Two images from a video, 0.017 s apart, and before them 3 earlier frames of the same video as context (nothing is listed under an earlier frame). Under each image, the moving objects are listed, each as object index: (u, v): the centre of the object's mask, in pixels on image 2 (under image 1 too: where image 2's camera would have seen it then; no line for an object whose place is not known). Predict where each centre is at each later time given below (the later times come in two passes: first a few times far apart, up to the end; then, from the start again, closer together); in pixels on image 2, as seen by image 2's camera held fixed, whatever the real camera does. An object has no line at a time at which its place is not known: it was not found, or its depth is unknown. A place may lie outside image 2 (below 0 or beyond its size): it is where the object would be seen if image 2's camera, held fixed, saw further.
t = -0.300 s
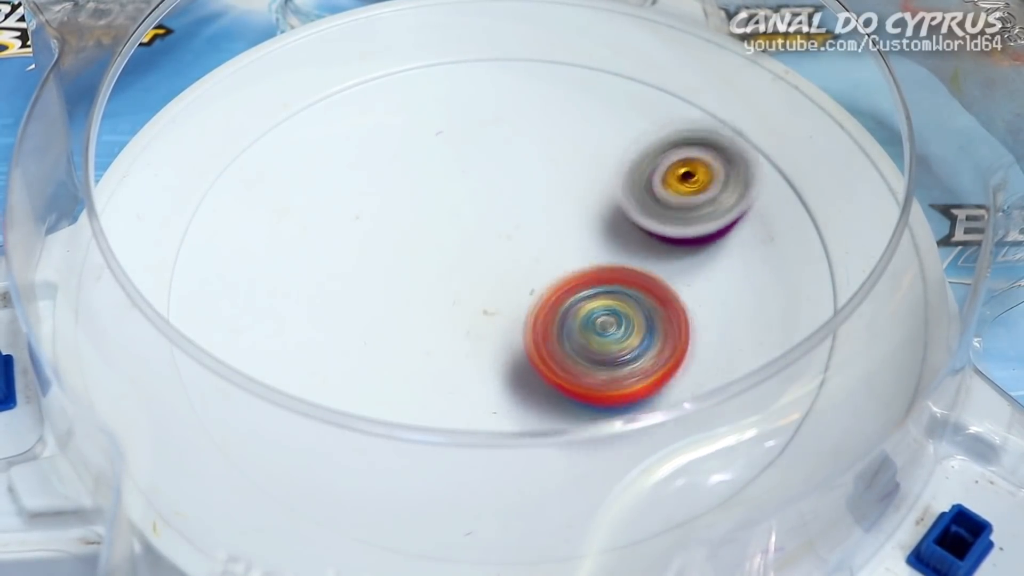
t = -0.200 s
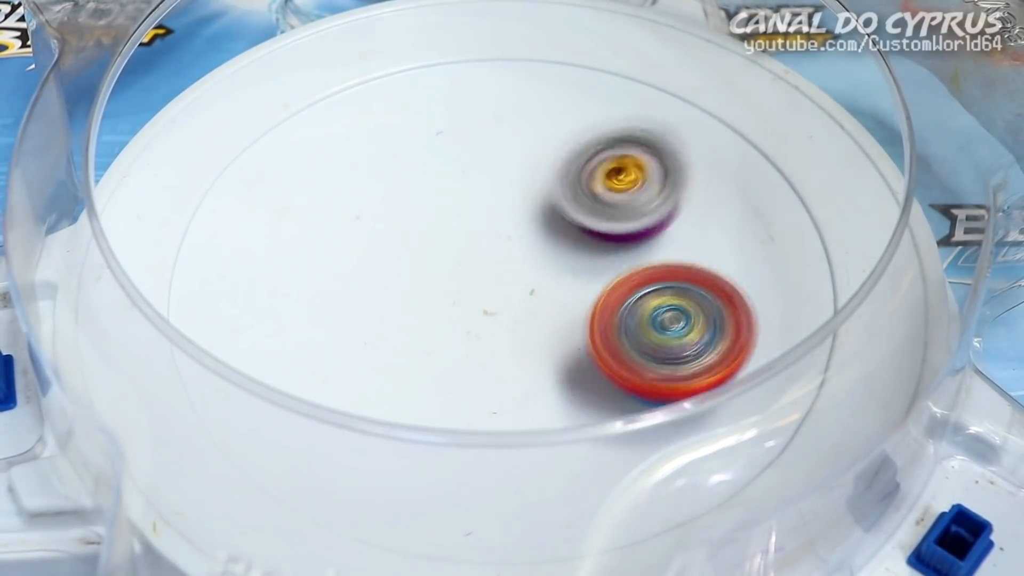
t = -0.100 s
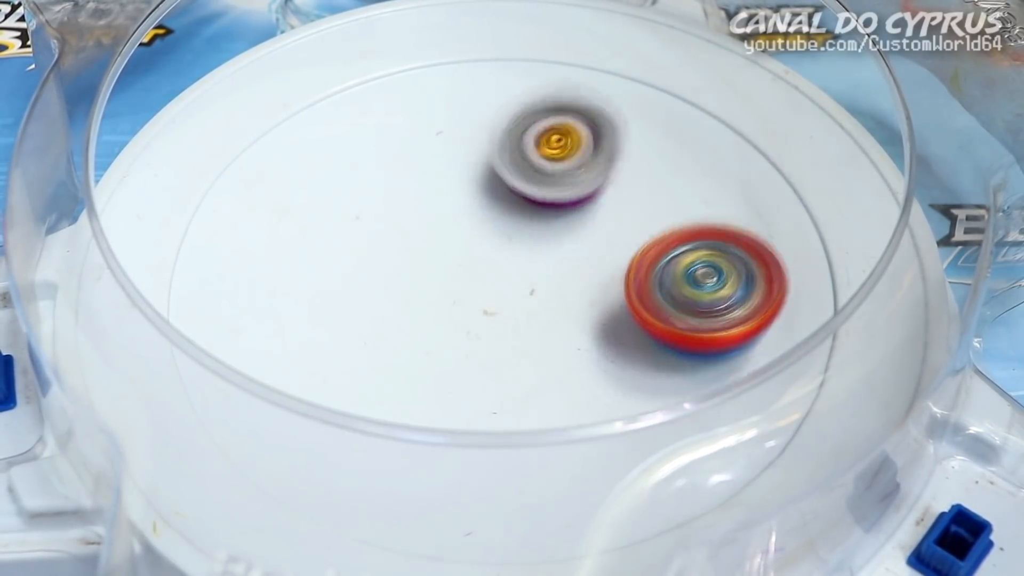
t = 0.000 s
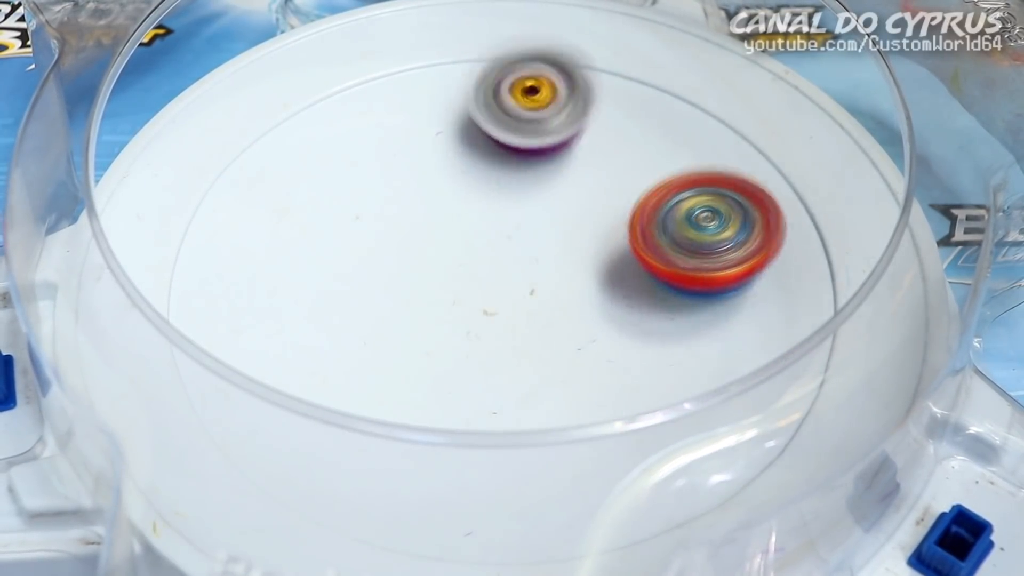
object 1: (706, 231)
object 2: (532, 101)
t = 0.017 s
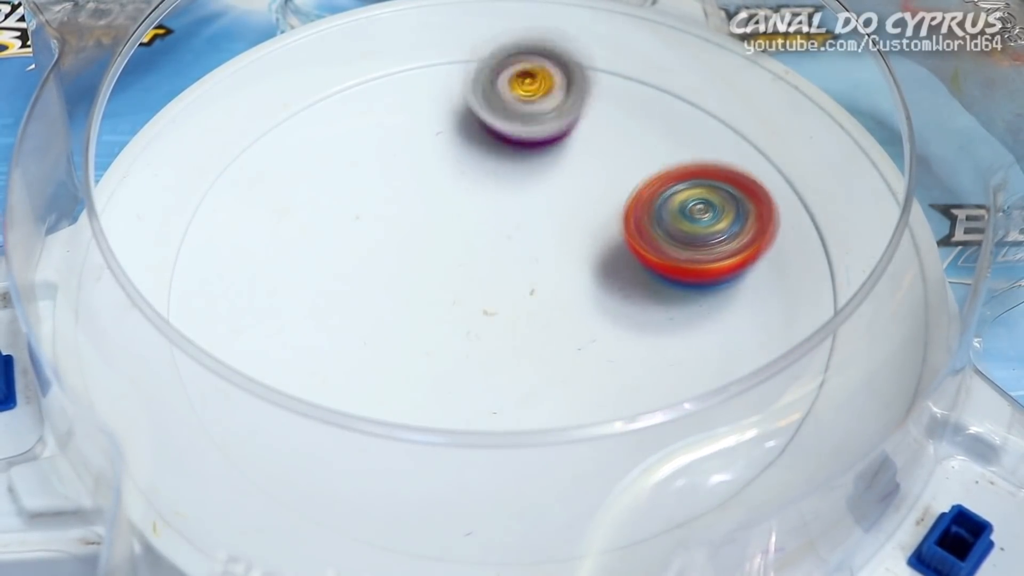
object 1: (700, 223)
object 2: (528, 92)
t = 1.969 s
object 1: (555, 184)
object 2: (725, 413)
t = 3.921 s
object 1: (615, 411)
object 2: (491, 300)
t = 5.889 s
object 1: (410, 155)
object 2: (520, 235)
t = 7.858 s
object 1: (313, 147)
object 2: (790, 313)
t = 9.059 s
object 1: (635, 218)
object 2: (372, 362)
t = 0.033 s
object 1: (692, 216)
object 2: (525, 83)
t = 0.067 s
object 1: (672, 204)
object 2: (525, 68)
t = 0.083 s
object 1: (660, 200)
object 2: (527, 65)
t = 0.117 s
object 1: (633, 194)
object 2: (537, 64)
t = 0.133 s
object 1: (619, 193)
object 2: (543, 67)
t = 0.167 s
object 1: (592, 192)
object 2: (555, 80)
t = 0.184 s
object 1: (579, 196)
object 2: (558, 86)
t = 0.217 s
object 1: (553, 214)
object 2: (556, 87)
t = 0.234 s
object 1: (540, 223)
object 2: (554, 91)
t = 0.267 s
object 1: (515, 241)
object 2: (545, 96)
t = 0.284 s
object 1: (503, 250)
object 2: (539, 97)
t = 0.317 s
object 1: (479, 271)
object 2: (525, 98)
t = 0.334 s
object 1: (469, 283)
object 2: (517, 98)
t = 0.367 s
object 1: (452, 306)
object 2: (500, 99)
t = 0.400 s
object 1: (440, 330)
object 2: (484, 105)
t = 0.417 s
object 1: (436, 343)
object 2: (477, 112)
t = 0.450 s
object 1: (434, 365)
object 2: (463, 128)
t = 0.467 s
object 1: (436, 373)
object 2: (458, 134)
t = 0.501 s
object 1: (447, 384)
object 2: (446, 153)
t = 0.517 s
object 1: (452, 406)
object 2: (440, 160)
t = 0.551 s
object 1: (471, 426)
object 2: (425, 175)
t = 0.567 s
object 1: (483, 432)
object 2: (416, 181)
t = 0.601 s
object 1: (512, 450)
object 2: (398, 187)
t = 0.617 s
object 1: (530, 447)
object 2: (385, 192)
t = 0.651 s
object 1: (565, 446)
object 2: (364, 195)
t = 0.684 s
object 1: (593, 422)
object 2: (343, 199)
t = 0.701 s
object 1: (610, 419)
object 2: (333, 199)
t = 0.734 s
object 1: (637, 398)
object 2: (314, 198)
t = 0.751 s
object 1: (647, 387)
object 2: (308, 197)
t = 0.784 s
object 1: (656, 358)
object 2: (299, 193)
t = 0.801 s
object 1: (661, 350)
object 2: (299, 191)
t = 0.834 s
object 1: (665, 322)
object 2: (302, 184)
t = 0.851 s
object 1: (664, 306)
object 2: (309, 181)
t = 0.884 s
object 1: (659, 272)
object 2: (323, 185)
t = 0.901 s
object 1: (653, 256)
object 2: (333, 187)
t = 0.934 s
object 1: (638, 225)
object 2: (350, 200)
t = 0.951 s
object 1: (627, 211)
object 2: (359, 208)
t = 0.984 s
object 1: (598, 184)
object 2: (373, 227)
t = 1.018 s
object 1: (564, 161)
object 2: (381, 247)
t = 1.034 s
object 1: (546, 150)
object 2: (383, 256)
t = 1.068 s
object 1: (508, 133)
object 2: (385, 277)
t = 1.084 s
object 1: (488, 127)
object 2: (386, 286)
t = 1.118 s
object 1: (448, 117)
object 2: (386, 305)
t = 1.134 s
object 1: (427, 118)
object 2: (385, 315)
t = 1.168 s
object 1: (392, 117)
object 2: (380, 333)
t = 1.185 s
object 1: (375, 118)
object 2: (377, 341)
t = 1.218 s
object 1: (344, 124)
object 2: (370, 357)
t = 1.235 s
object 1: (329, 129)
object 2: (366, 361)
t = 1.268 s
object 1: (301, 146)
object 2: (354, 374)
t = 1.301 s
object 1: (277, 165)
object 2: (344, 380)
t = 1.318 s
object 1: (268, 178)
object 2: (340, 381)
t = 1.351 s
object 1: (254, 207)
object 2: (331, 376)
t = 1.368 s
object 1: (248, 224)
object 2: (329, 374)
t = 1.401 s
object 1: (237, 254)
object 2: (335, 362)
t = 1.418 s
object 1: (226, 264)
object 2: (353, 364)
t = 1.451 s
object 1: (208, 273)
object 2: (388, 373)
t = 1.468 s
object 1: (204, 277)
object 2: (405, 376)
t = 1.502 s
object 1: (185, 292)
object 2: (437, 381)
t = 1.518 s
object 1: (179, 301)
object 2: (455, 382)
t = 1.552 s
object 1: (191, 316)
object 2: (484, 386)
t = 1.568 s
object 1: (199, 324)
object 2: (496, 386)
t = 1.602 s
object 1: (220, 340)
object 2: (526, 388)
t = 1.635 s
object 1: (248, 354)
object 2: (553, 389)
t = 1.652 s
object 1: (265, 359)
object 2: (566, 390)
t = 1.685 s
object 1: (311, 353)
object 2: (594, 405)
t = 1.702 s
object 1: (325, 362)
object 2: (605, 407)
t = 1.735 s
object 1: (365, 356)
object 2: (625, 409)
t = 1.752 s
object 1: (381, 354)
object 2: (639, 415)
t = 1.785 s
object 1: (417, 341)
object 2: (659, 428)
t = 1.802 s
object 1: (436, 331)
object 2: (670, 432)
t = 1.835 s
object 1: (471, 306)
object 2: (688, 436)
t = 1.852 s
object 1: (487, 294)
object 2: (695, 435)
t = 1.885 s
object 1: (515, 262)
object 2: (708, 432)
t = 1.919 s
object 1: (533, 230)
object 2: (716, 426)
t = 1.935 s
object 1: (542, 216)
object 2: (719, 422)
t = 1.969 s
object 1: (555, 184)
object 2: (725, 413)
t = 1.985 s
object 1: (559, 169)
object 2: (727, 407)
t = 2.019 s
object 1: (563, 141)
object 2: (726, 392)
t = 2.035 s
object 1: (562, 127)
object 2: (719, 381)
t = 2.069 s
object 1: (558, 104)
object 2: (711, 369)
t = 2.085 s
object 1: (555, 94)
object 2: (705, 365)
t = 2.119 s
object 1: (549, 77)
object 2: (684, 353)
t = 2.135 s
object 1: (543, 69)
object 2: (674, 345)
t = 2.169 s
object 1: (529, 56)
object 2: (648, 338)
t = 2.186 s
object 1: (521, 51)
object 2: (633, 331)
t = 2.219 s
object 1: (502, 46)
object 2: (613, 314)
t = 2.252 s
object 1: (481, 44)
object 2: (596, 295)
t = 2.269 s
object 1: (470, 44)
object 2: (588, 285)
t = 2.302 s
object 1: (446, 45)
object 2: (577, 265)
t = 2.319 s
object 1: (433, 47)
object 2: (574, 256)
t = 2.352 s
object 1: (406, 51)
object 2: (566, 234)
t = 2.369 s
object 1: (392, 55)
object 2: (563, 223)
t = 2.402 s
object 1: (369, 67)
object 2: (559, 201)
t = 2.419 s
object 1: (359, 74)
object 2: (555, 193)
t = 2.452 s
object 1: (344, 92)
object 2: (551, 173)
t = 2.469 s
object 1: (340, 104)
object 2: (550, 164)
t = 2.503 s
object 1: (337, 129)
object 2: (548, 144)
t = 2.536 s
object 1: (343, 159)
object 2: (549, 122)
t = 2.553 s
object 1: (350, 176)
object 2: (550, 115)
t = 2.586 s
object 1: (369, 206)
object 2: (550, 96)
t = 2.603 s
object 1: (380, 219)
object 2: (551, 89)
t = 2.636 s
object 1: (408, 246)
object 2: (556, 73)
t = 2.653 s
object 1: (427, 259)
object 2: (558, 69)
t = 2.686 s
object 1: (468, 279)
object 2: (569, 61)
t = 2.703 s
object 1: (490, 288)
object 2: (575, 63)
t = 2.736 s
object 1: (533, 299)
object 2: (585, 69)
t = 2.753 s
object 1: (553, 302)
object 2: (591, 71)
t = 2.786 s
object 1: (598, 305)
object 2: (593, 85)
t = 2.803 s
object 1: (619, 303)
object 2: (590, 94)
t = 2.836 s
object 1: (657, 295)
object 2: (583, 113)
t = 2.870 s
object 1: (684, 285)
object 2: (569, 130)
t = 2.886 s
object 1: (697, 279)
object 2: (559, 139)
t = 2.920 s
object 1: (717, 263)
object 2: (541, 151)
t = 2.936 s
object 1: (725, 255)
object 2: (533, 160)
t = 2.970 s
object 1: (738, 237)
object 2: (513, 175)
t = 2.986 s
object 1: (743, 228)
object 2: (505, 181)
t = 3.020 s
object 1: (750, 209)
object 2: (486, 197)
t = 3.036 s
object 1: (750, 199)
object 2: (473, 203)
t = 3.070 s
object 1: (747, 181)
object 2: (453, 214)
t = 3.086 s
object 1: (744, 172)
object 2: (442, 221)
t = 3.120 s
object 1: (735, 155)
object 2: (419, 230)
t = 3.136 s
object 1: (729, 147)
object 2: (409, 237)
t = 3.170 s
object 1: (712, 132)
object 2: (386, 244)
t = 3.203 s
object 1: (691, 120)
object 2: (360, 251)
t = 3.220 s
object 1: (678, 116)
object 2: (352, 254)
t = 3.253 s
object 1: (647, 112)
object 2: (327, 259)
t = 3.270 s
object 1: (631, 112)
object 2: (315, 260)
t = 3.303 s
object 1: (597, 118)
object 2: (295, 261)
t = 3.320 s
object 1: (582, 122)
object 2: (283, 261)
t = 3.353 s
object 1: (550, 136)
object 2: (263, 261)
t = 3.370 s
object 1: (535, 145)
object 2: (256, 258)
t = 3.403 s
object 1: (509, 167)
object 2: (244, 253)
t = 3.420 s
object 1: (496, 179)
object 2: (243, 249)
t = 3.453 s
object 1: (474, 202)
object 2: (242, 244)
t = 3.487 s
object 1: (455, 228)
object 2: (251, 240)
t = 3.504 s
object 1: (448, 241)
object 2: (257, 239)
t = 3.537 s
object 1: (438, 267)
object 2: (273, 239)
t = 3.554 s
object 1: (434, 279)
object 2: (286, 236)
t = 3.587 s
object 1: (437, 305)
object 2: (302, 235)
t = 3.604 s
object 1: (443, 320)
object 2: (307, 235)
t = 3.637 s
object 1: (455, 347)
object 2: (322, 232)
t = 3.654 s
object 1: (461, 359)
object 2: (328, 233)
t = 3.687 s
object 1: (476, 374)
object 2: (349, 236)
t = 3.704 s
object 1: (484, 379)
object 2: (361, 236)
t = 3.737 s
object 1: (500, 399)
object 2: (383, 243)
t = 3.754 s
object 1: (509, 405)
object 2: (396, 247)
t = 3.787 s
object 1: (528, 417)
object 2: (415, 257)
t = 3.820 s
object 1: (550, 423)
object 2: (436, 267)
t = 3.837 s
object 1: (563, 425)
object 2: (447, 271)
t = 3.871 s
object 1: (584, 422)
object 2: (464, 283)
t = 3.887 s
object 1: (596, 421)
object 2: (475, 288)
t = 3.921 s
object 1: (615, 411)
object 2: (491, 300)
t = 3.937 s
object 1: (625, 405)
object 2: (499, 304)
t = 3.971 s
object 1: (633, 388)
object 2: (515, 317)
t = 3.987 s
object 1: (638, 383)
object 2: (513, 318)
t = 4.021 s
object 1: (651, 364)
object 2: (512, 315)
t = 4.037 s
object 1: (656, 360)
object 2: (510, 311)
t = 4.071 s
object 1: (668, 349)
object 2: (509, 305)
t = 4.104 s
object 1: (678, 335)
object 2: (510, 299)
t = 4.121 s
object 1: (680, 327)
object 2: (509, 294)
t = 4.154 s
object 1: (683, 308)
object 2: (512, 286)
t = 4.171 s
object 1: (682, 298)
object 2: (512, 284)
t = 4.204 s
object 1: (673, 279)
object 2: (513, 276)
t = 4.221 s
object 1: (673, 271)
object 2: (511, 272)
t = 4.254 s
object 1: (684, 256)
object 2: (473, 259)
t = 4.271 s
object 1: (685, 249)
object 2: (461, 256)
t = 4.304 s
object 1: (680, 236)
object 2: (438, 241)
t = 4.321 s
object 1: (674, 230)
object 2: (430, 236)
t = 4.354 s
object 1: (654, 220)
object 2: (412, 221)
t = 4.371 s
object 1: (645, 217)
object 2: (405, 212)
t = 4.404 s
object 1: (620, 210)
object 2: (389, 198)
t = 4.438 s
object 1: (593, 207)
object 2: (376, 183)
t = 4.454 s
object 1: (580, 206)
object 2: (372, 178)
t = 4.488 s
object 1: (550, 205)
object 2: (361, 162)
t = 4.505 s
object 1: (536, 207)
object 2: (359, 154)
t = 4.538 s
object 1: (511, 210)
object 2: (353, 139)
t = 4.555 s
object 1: (497, 212)
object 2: (353, 131)
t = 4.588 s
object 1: (473, 219)
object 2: (354, 118)
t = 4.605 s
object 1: (462, 222)
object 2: (357, 111)
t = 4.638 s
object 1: (440, 231)
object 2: (368, 105)
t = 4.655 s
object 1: (432, 235)
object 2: (373, 100)
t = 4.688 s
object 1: (417, 243)
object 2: (391, 103)
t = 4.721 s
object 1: (406, 253)
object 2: (407, 110)
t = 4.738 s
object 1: (402, 258)
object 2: (417, 116)
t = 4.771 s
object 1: (393, 266)
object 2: (431, 130)
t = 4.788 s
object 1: (391, 272)
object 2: (436, 138)
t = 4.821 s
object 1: (386, 283)
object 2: (450, 154)
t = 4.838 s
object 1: (383, 287)
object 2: (454, 164)
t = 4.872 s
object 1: (379, 297)
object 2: (465, 181)
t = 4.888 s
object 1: (376, 303)
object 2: (468, 189)
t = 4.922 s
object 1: (373, 315)
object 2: (477, 208)
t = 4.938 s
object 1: (374, 320)
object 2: (479, 217)
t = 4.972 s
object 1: (373, 332)
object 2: (485, 235)
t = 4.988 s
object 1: (375, 338)
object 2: (488, 247)
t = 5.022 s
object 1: (385, 347)
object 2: (493, 265)
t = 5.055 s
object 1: (386, 359)
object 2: (506, 277)
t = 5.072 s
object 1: (378, 366)
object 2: (524, 273)
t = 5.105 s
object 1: (366, 389)
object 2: (556, 270)
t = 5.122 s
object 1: (365, 399)
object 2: (569, 269)
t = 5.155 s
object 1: (369, 418)
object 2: (594, 269)
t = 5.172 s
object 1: (376, 421)
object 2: (608, 271)
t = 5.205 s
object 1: (390, 440)
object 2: (632, 272)
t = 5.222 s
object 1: (402, 442)
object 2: (645, 272)
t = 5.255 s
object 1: (431, 446)
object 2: (667, 272)
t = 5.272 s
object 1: (446, 448)
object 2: (681, 271)
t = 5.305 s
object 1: (477, 431)
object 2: (701, 274)
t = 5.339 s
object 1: (501, 413)
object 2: (723, 273)
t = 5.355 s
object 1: (511, 389)
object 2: (733, 275)
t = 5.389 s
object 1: (526, 376)
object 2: (750, 278)
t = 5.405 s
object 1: (532, 369)
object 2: (760, 281)
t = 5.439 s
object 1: (538, 343)
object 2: (770, 286)
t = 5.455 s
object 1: (539, 332)
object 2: (772, 289)
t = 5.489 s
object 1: (537, 304)
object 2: (770, 301)
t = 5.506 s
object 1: (534, 292)
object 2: (766, 303)
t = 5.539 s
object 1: (526, 267)
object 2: (752, 307)
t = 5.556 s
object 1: (522, 256)
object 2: (740, 310)
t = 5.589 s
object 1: (510, 235)
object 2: (719, 308)
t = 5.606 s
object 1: (505, 225)
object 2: (704, 306)
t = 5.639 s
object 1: (492, 209)
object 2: (681, 299)
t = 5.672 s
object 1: (479, 197)
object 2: (656, 296)
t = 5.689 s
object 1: (473, 191)
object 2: (643, 290)
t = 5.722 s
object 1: (461, 183)
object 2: (622, 282)
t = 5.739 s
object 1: (455, 179)
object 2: (612, 277)
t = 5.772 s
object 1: (445, 174)
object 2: (592, 271)
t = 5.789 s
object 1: (440, 171)
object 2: (582, 265)
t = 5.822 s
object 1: (430, 166)
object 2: (563, 255)
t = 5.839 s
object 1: (425, 163)
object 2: (551, 250)
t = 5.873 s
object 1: (415, 158)
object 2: (533, 240)
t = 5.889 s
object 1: (410, 155)
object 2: (520, 235)
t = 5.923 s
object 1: (396, 146)
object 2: (509, 227)
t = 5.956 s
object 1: (379, 137)
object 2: (494, 220)
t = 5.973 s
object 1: (373, 134)
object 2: (486, 215)
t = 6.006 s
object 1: (356, 126)
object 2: (475, 211)
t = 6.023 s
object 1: (349, 125)
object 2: (468, 207)
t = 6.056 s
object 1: (334, 120)
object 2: (463, 203)
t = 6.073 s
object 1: (323, 119)
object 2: (463, 201)
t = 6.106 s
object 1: (307, 119)
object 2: (466, 201)
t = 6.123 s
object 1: (298, 121)
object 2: (467, 200)
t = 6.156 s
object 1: (289, 128)
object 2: (468, 200)
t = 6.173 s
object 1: (285, 134)
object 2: (469, 203)
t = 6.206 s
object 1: (285, 150)
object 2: (472, 207)
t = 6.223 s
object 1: (286, 160)
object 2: (472, 209)
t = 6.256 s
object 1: (295, 183)
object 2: (473, 215)
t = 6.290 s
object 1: (308, 205)
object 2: (473, 220)
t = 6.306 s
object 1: (319, 216)
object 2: (474, 223)
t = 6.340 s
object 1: (330, 231)
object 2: (489, 231)
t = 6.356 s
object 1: (334, 238)
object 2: (499, 230)
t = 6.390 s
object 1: (351, 249)
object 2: (517, 236)
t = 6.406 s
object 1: (363, 254)
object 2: (527, 240)
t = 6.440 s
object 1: (390, 260)
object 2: (544, 251)
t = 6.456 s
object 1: (399, 261)
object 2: (562, 251)
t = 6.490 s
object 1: (411, 261)
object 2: (597, 256)
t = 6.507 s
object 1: (415, 259)
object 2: (614, 260)
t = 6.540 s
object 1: (433, 255)
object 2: (635, 264)
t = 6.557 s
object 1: (438, 252)
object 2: (646, 265)
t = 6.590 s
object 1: (455, 243)
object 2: (666, 269)
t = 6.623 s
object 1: (468, 235)
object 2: (689, 271)
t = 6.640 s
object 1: (471, 229)
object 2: (698, 272)
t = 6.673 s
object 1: (482, 219)
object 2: (719, 274)
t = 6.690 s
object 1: (483, 214)
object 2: (727, 277)
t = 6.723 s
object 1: (490, 203)
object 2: (748, 277)
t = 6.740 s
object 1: (490, 198)
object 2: (753, 281)
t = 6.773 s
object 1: (494, 187)
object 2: (767, 287)
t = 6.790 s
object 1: (493, 183)
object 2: (768, 290)
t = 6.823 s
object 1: (492, 174)
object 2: (773, 297)
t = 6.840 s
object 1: (490, 171)
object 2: (771, 302)
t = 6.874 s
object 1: (483, 163)
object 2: (762, 307)
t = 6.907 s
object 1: (474, 159)
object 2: (739, 310)
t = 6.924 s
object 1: (467, 158)
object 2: (733, 307)
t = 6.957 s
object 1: (456, 157)
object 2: (708, 308)
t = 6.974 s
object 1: (451, 159)
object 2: (698, 304)
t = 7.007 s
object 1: (442, 164)
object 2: (671, 299)
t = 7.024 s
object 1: (440, 170)
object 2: (664, 295)
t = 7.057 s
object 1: (436, 181)
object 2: (639, 291)
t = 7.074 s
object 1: (439, 187)
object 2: (632, 288)
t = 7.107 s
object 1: (442, 202)
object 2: (609, 281)
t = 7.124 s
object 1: (447, 209)
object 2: (601, 279)
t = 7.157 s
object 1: (444, 214)
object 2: (608, 274)
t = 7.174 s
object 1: (427, 208)
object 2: (628, 287)
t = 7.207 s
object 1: (401, 199)
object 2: (662, 300)
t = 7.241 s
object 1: (376, 194)
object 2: (682, 312)
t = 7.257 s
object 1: (368, 193)
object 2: (686, 315)
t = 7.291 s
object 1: (350, 195)
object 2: (696, 324)
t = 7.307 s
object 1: (342, 197)
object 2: (698, 326)
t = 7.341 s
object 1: (329, 204)
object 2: (704, 335)
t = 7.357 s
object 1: (323, 207)
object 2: (710, 339)
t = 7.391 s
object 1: (317, 216)
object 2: (712, 347)
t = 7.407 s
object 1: (316, 223)
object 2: (709, 348)
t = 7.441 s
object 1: (318, 235)
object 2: (705, 351)
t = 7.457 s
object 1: (323, 243)
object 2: (699, 348)
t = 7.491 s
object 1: (337, 256)
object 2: (690, 348)
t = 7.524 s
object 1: (357, 268)
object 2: (670, 342)
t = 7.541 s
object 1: (368, 272)
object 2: (663, 343)
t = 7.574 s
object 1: (396, 278)
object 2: (640, 337)
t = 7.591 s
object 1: (408, 279)
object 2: (632, 335)
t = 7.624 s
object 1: (435, 280)
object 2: (612, 325)
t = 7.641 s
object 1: (451, 279)
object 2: (604, 321)
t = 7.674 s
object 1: (429, 252)
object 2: (651, 319)
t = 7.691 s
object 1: (414, 237)
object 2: (677, 319)
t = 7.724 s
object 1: (383, 210)
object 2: (719, 320)
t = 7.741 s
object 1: (369, 197)
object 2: (735, 319)
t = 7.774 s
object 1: (348, 176)
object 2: (757, 323)
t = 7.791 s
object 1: (338, 167)
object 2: (765, 321)
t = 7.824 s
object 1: (324, 155)
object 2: (779, 317)
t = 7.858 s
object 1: (313, 147)
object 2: (790, 313)
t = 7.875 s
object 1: (309, 145)
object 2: (796, 313)
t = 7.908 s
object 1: (300, 141)
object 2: (804, 307)
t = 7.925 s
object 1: (296, 140)
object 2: (808, 306)
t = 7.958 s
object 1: (291, 140)
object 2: (807, 302)
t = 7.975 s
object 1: (291, 142)
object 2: (804, 302)
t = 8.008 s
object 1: (292, 148)
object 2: (796, 297)
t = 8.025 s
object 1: (294, 151)
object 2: (787, 297)
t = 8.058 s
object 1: (305, 161)
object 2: (769, 291)
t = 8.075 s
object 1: (312, 166)
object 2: (759, 289)
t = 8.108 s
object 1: (328, 174)
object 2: (739, 286)
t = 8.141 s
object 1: (348, 181)
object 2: (719, 281)
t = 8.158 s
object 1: (358, 184)
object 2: (707, 280)
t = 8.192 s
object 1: (380, 188)
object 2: (687, 275)
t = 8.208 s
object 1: (393, 189)
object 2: (675, 274)
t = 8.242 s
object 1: (415, 191)
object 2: (657, 273)
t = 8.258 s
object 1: (427, 193)
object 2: (643, 272)
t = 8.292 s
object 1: (450, 194)
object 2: (623, 272)
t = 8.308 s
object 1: (461, 193)
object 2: (611, 272)
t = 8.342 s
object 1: (481, 192)
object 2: (588, 273)
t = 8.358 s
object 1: (486, 185)
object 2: (586, 278)
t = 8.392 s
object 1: (485, 163)
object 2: (588, 301)
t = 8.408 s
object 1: (488, 154)
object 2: (586, 308)
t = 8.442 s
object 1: (489, 139)
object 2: (574, 321)
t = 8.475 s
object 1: (490, 127)
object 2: (559, 328)
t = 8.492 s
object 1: (491, 123)
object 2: (548, 333)
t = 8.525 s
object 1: (494, 115)
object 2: (534, 343)
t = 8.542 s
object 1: (495, 111)
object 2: (525, 347)
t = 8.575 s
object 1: (500, 106)
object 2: (511, 360)
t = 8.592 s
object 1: (504, 104)
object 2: (504, 362)
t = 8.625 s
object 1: (507, 104)
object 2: (486, 370)
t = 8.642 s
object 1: (511, 106)
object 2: (480, 374)
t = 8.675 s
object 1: (518, 110)
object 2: (462, 380)
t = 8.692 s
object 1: (520, 113)
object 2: (457, 384)
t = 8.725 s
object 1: (529, 123)
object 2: (443, 387)
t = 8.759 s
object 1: (539, 134)
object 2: (429, 413)
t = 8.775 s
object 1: (544, 140)
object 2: (423, 414)
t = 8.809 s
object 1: (555, 151)
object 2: (406, 423)
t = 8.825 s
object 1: (563, 157)
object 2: (400, 425)
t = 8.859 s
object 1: (574, 166)
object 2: (382, 425)
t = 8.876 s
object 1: (580, 172)
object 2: (377, 425)
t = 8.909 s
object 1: (592, 181)
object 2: (363, 419)
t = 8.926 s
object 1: (596, 185)
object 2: (360, 414)
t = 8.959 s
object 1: (606, 194)
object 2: (359, 402)
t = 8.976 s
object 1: (612, 197)
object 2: (358, 396)
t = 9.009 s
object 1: (621, 205)
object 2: (360, 385)
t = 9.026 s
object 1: (627, 210)
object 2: (363, 375)
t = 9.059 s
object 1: (635, 218)
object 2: (372, 362)
